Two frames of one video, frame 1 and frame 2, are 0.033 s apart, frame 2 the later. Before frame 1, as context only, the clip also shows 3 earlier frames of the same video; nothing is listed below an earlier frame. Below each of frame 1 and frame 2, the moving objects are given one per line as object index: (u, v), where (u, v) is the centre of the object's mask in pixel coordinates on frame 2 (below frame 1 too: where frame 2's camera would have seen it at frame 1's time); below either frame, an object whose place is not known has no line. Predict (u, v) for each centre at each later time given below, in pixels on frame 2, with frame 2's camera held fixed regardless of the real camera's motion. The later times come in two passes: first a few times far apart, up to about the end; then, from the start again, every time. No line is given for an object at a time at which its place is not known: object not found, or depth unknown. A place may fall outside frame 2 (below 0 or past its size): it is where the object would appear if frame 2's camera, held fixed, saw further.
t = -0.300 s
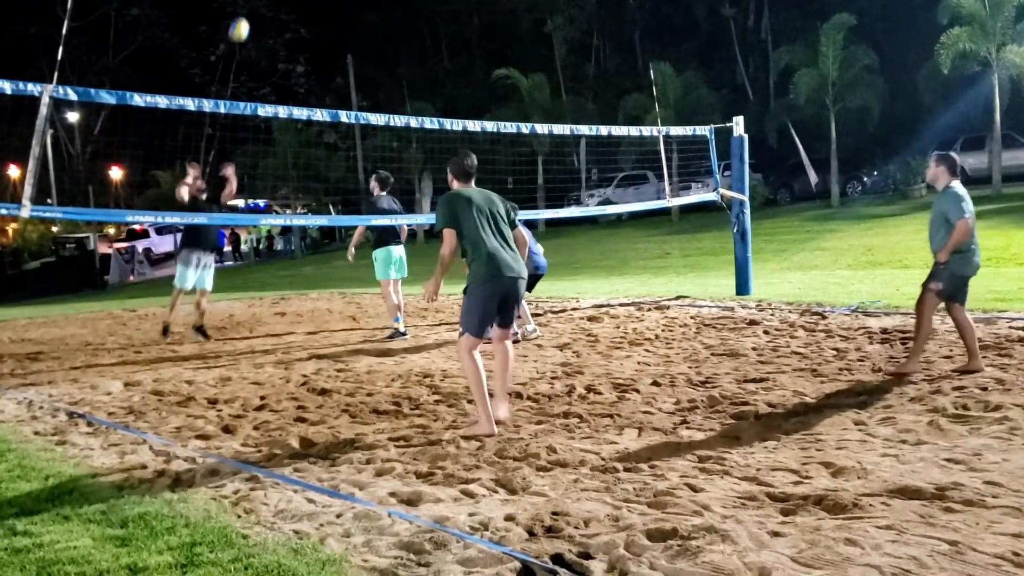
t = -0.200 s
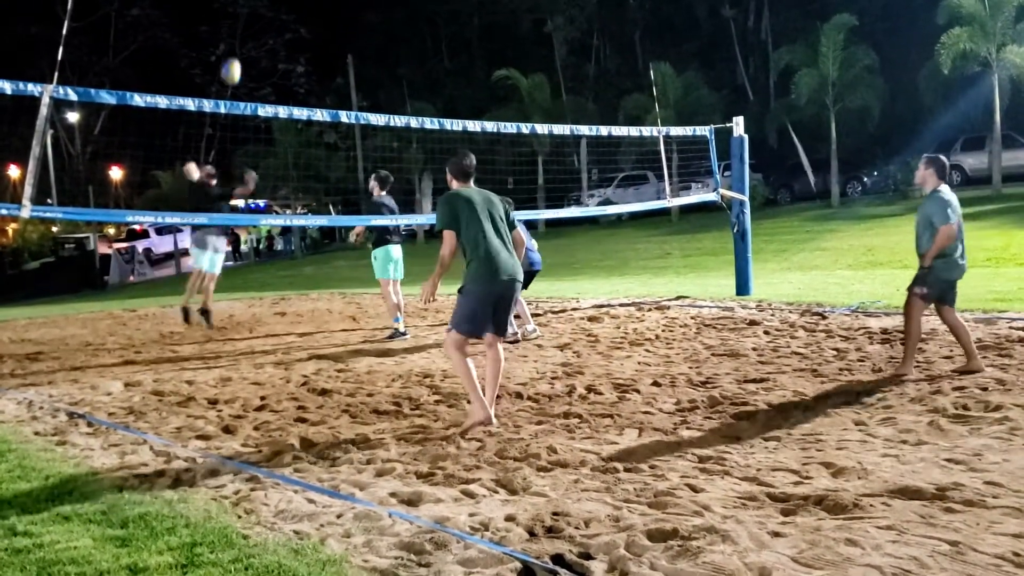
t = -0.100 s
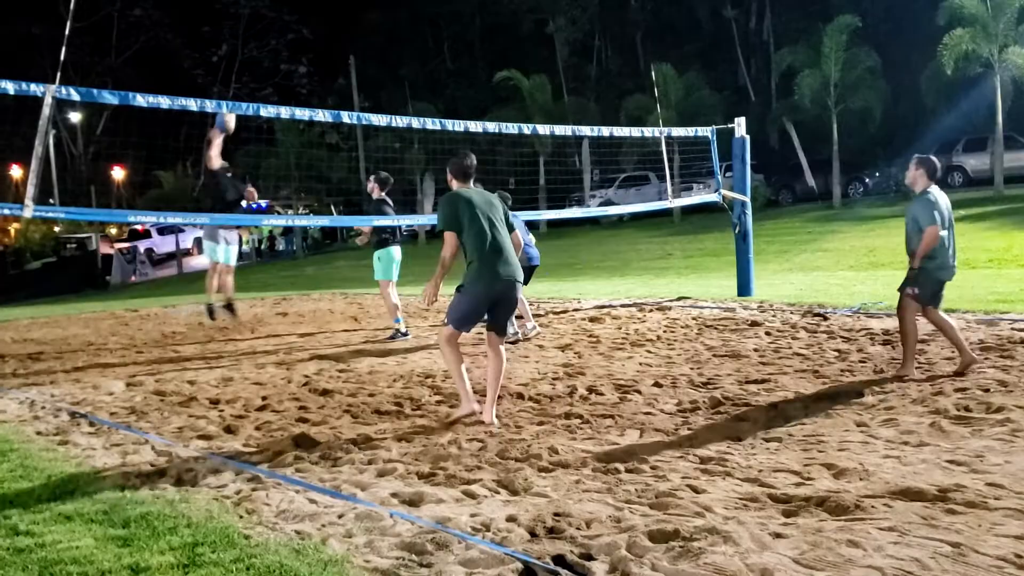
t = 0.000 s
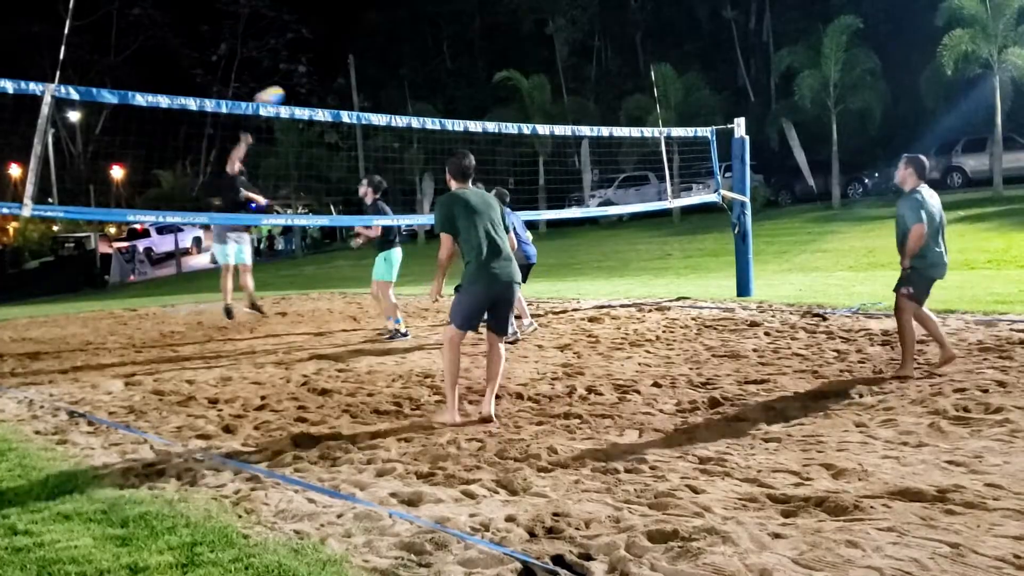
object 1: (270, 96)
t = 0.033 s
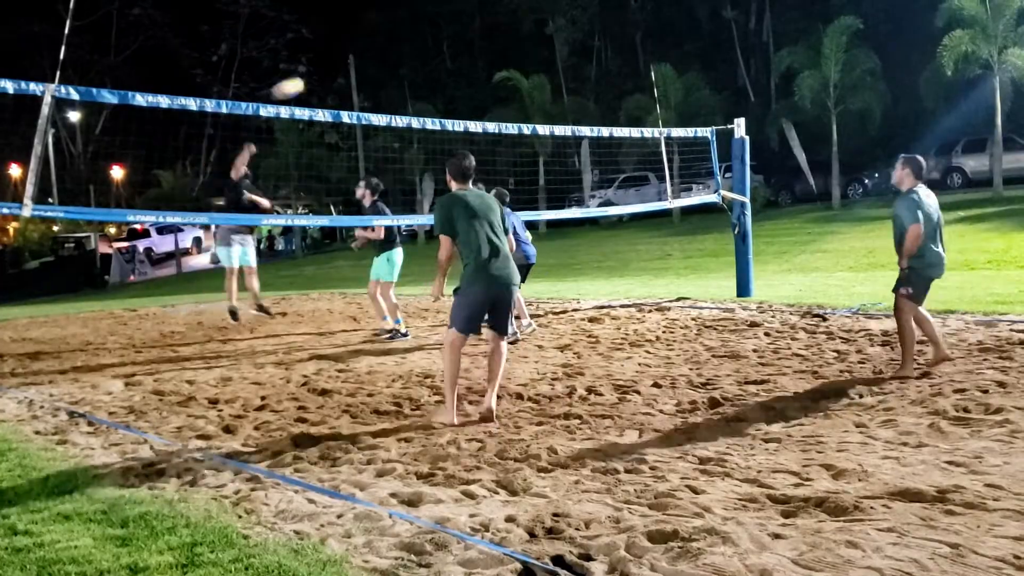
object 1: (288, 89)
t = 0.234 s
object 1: (420, 46)
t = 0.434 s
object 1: (603, 48)
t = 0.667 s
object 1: (915, 140)
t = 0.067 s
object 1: (307, 79)
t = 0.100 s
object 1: (329, 70)
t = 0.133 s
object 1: (351, 63)
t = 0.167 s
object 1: (372, 57)
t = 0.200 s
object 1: (396, 51)
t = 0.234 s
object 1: (420, 46)
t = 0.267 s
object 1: (447, 42)
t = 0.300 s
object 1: (475, 40)
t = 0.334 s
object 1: (505, 39)
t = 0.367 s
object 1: (535, 41)
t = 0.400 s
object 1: (568, 43)
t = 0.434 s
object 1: (603, 48)
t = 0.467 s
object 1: (638, 53)
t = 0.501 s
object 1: (678, 61)
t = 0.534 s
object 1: (720, 72)
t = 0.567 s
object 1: (765, 86)
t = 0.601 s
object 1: (812, 102)
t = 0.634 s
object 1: (864, 120)
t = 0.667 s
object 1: (915, 140)
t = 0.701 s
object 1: (980, 168)
